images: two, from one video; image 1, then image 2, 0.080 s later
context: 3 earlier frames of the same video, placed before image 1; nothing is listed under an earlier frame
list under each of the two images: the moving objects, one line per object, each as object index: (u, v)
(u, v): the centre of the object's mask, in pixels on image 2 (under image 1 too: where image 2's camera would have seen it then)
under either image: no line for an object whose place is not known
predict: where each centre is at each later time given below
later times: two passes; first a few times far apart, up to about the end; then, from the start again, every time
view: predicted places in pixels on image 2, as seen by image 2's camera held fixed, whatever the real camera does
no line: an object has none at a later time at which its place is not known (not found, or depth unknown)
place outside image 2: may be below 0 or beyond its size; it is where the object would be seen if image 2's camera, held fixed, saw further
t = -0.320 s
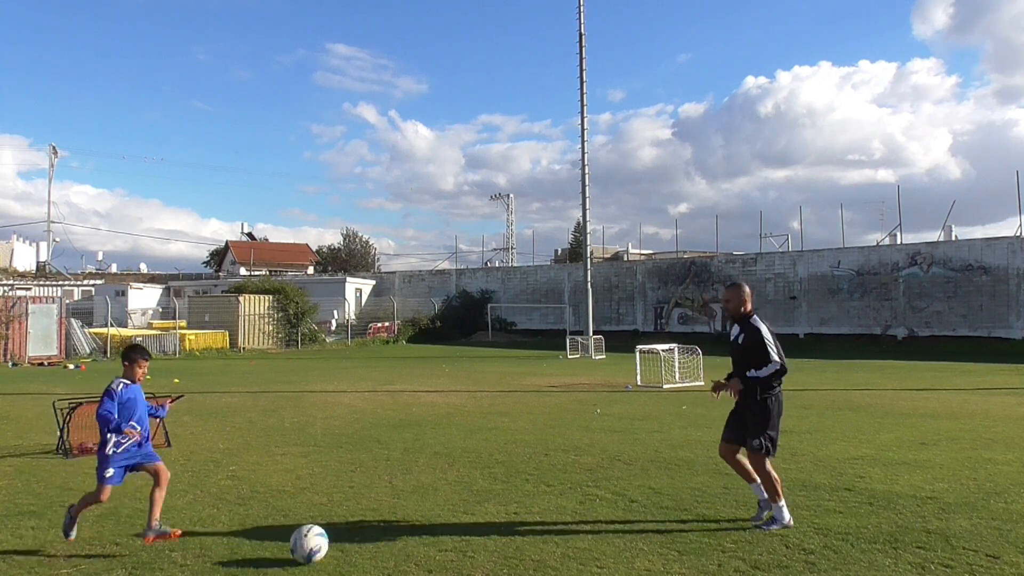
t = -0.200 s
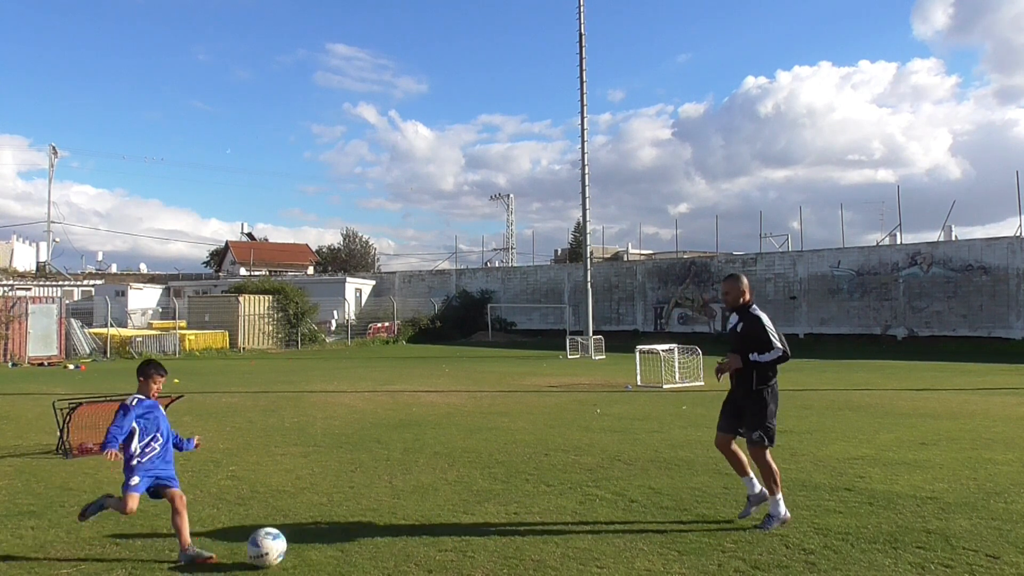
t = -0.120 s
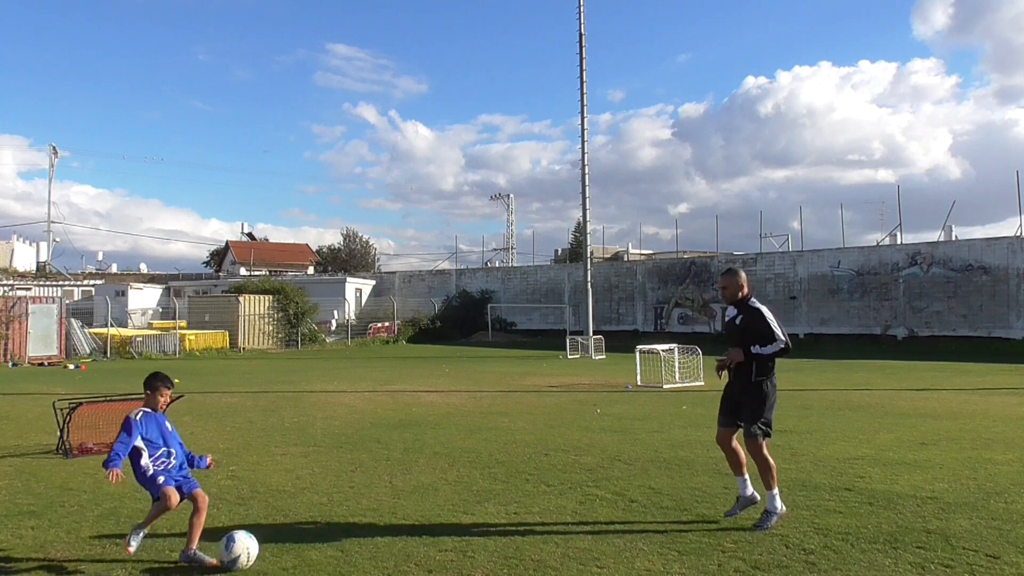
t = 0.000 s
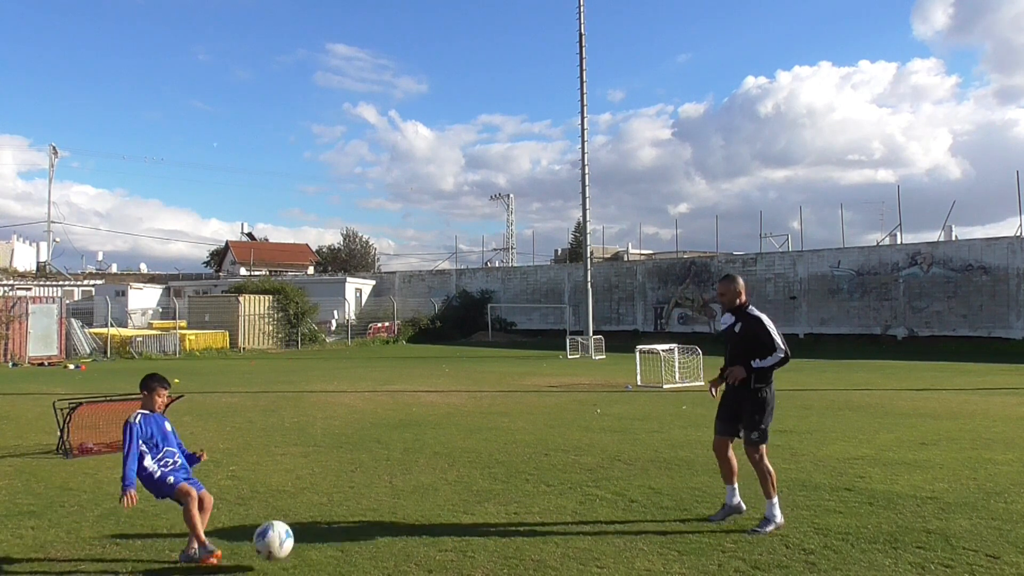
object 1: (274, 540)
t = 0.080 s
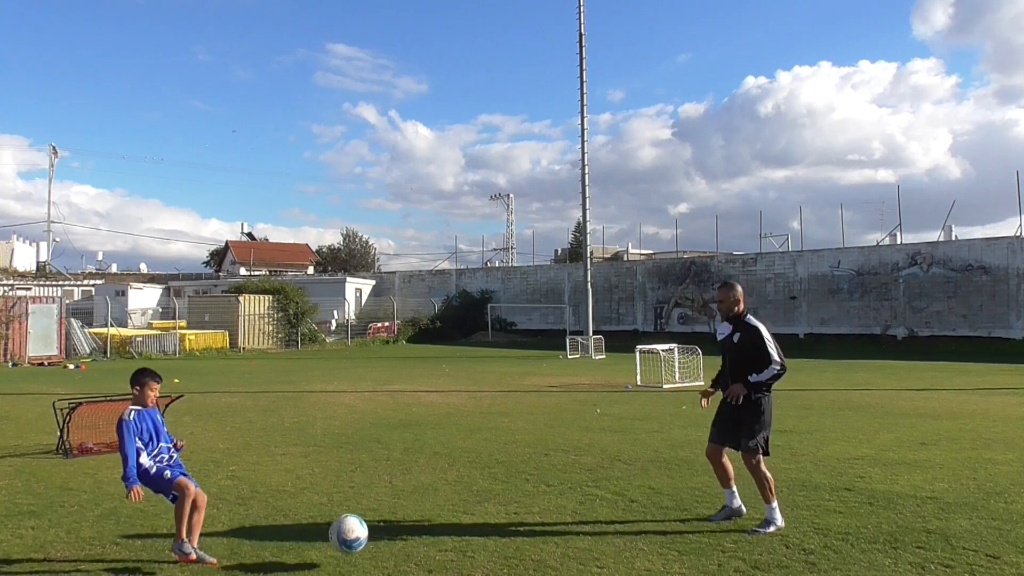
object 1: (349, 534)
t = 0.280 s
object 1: (512, 533)
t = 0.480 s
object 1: (629, 534)
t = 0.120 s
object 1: (386, 535)
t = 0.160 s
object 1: (424, 538)
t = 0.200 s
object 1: (460, 544)
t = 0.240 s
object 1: (487, 539)
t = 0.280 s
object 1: (512, 533)
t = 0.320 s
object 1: (537, 531)
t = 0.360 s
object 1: (561, 530)
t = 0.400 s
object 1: (586, 532)
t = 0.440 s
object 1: (610, 537)
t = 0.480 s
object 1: (629, 534)
